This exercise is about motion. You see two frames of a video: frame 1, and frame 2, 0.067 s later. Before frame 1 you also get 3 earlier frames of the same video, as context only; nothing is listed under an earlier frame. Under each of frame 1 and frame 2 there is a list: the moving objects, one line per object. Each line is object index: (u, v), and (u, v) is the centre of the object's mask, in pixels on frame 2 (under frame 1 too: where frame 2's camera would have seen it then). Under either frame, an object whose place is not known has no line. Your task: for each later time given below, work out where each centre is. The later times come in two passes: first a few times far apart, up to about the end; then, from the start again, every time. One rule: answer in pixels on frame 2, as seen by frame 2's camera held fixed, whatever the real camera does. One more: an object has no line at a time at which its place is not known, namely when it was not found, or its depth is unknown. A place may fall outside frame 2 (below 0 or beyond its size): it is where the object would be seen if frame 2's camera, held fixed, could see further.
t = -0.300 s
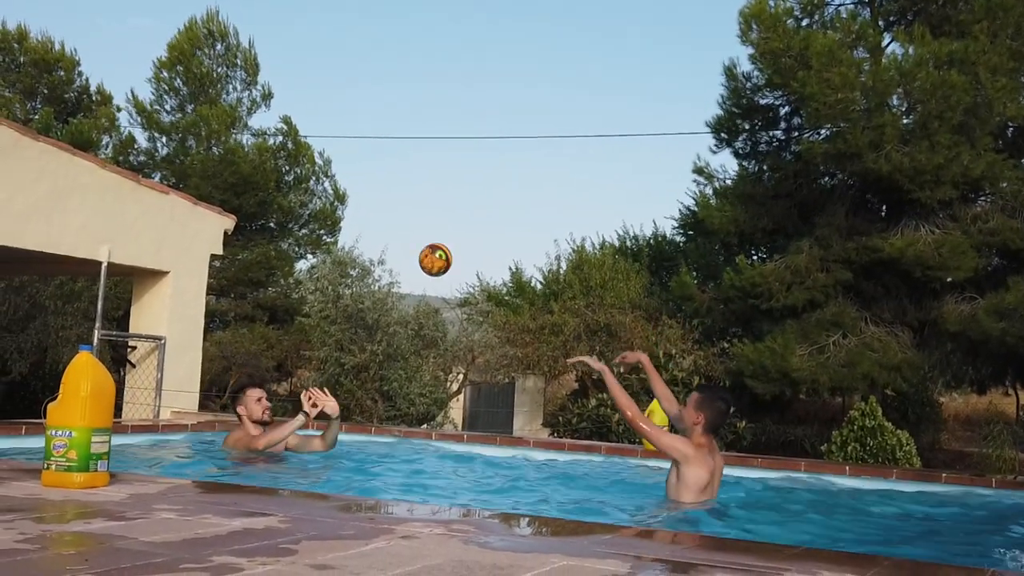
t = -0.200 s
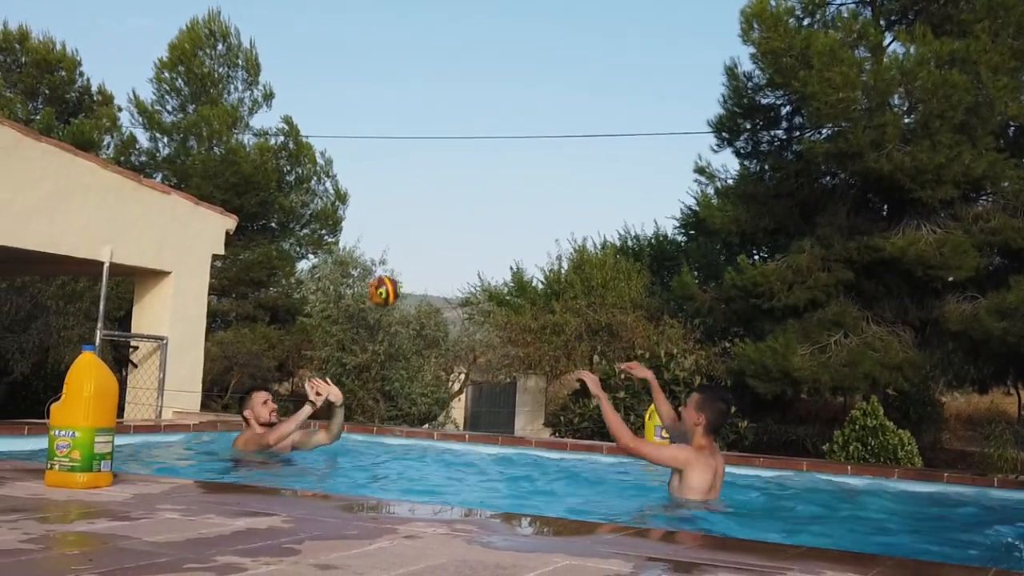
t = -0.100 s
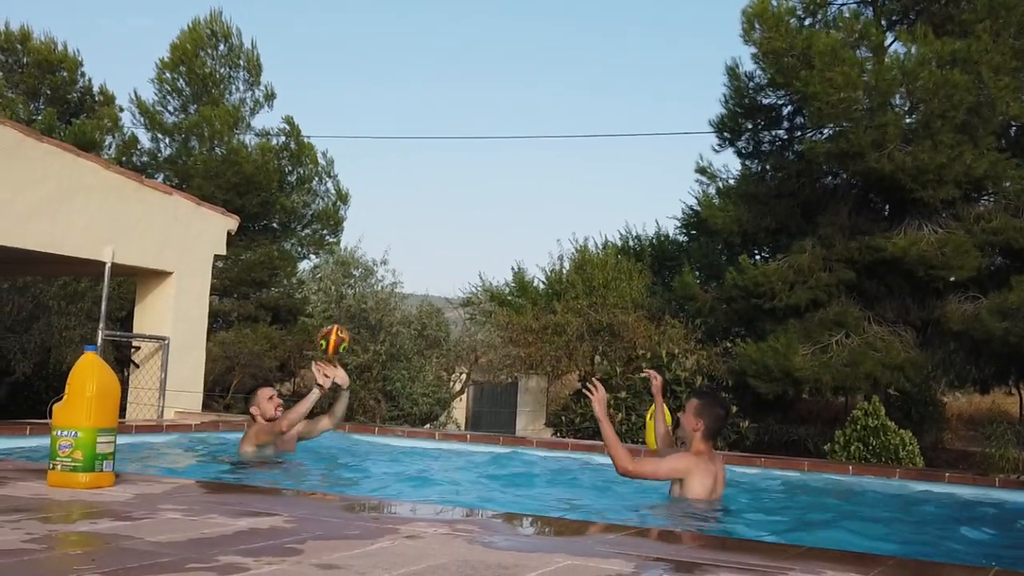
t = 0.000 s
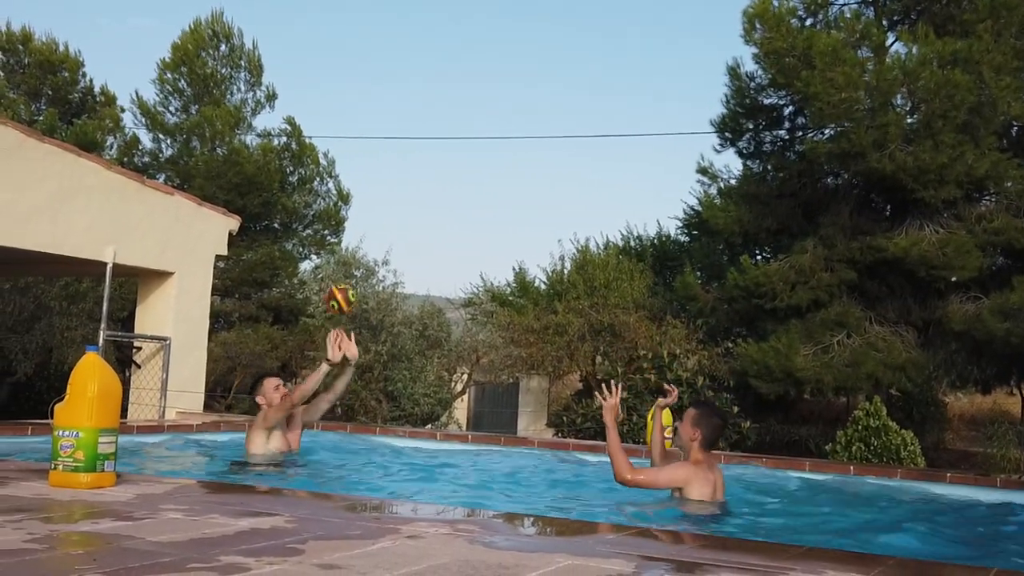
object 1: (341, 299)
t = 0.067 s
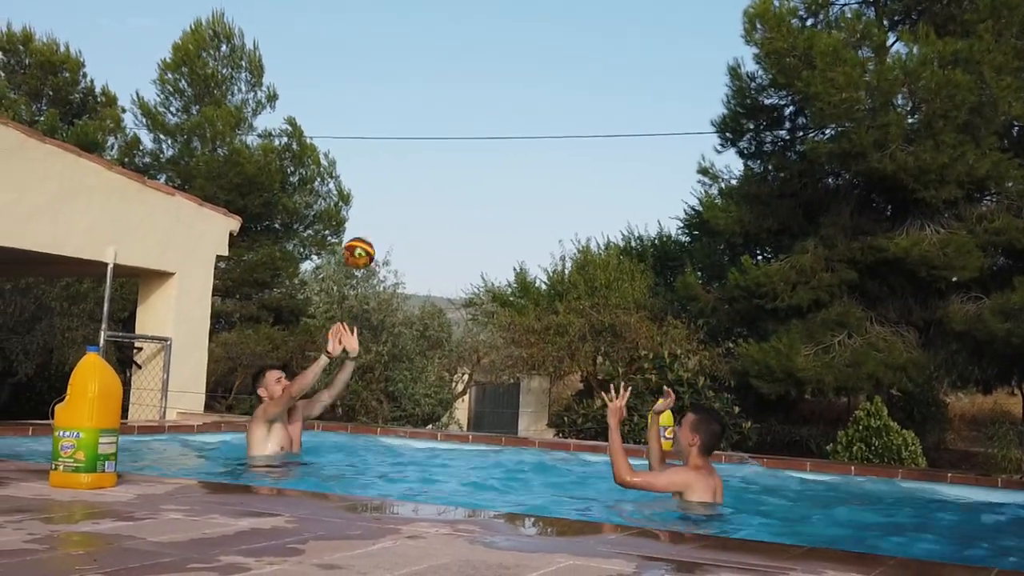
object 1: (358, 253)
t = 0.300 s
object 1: (416, 153)
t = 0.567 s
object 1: (480, 164)
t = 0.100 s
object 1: (367, 232)
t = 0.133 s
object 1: (375, 214)
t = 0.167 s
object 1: (384, 197)
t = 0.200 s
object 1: (392, 183)
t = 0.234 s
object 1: (400, 171)
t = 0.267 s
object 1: (408, 160)
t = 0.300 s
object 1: (416, 153)
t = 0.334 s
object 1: (424, 146)
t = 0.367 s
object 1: (433, 142)
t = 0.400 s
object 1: (441, 140)
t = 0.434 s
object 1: (449, 140)
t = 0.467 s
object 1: (457, 142)
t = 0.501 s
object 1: (465, 147)
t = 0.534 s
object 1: (473, 154)
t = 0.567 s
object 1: (480, 164)
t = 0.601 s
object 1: (488, 176)
